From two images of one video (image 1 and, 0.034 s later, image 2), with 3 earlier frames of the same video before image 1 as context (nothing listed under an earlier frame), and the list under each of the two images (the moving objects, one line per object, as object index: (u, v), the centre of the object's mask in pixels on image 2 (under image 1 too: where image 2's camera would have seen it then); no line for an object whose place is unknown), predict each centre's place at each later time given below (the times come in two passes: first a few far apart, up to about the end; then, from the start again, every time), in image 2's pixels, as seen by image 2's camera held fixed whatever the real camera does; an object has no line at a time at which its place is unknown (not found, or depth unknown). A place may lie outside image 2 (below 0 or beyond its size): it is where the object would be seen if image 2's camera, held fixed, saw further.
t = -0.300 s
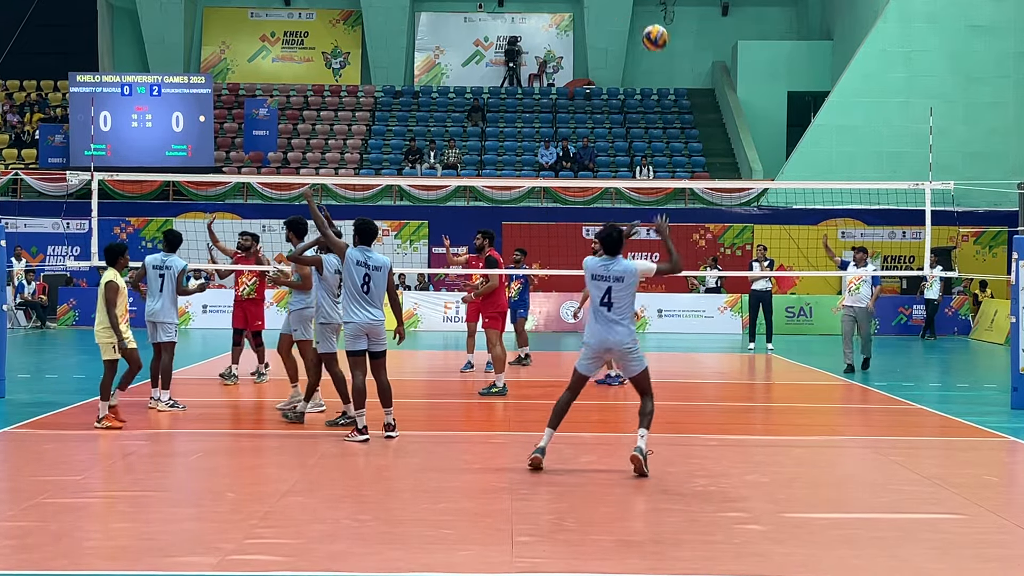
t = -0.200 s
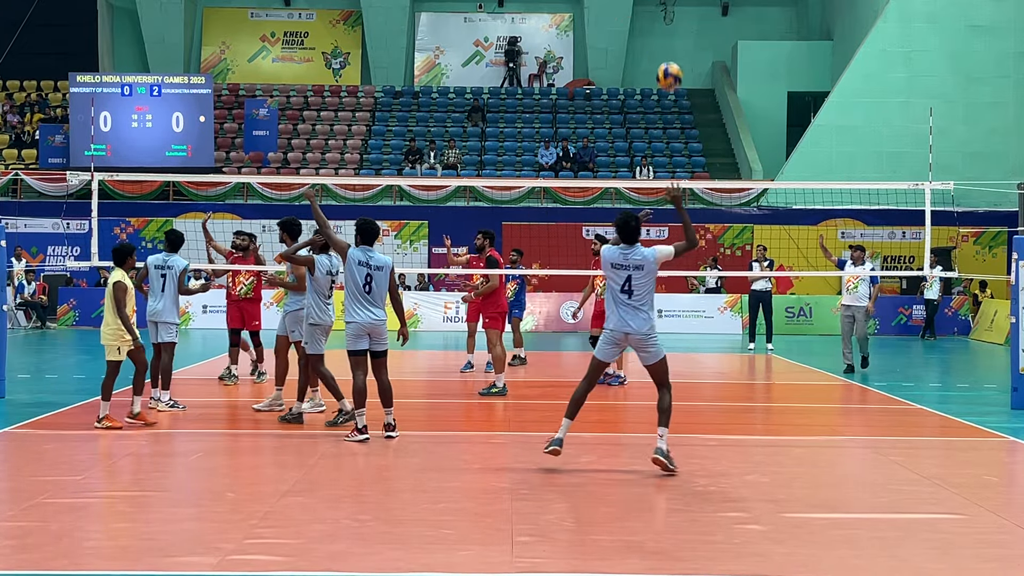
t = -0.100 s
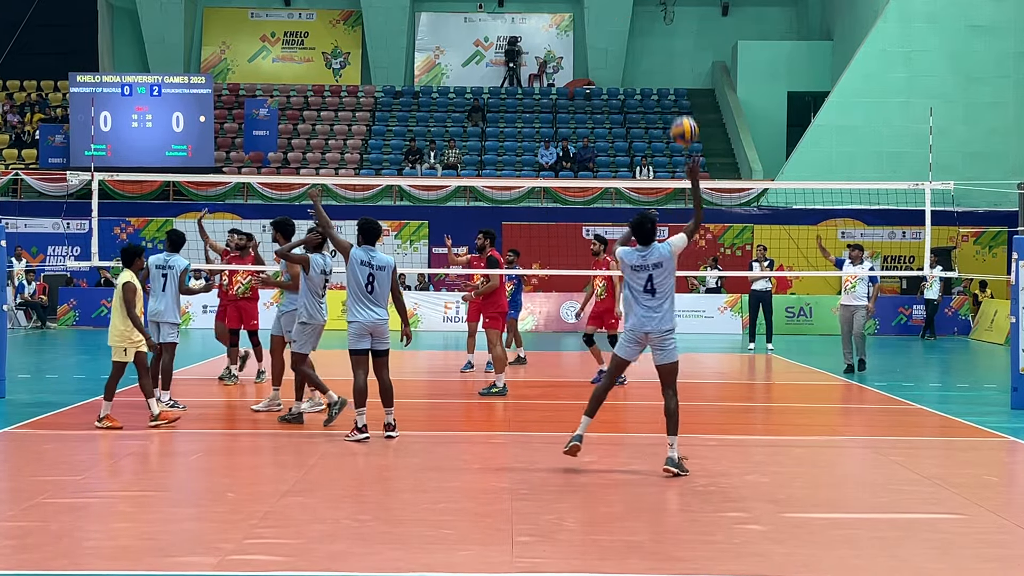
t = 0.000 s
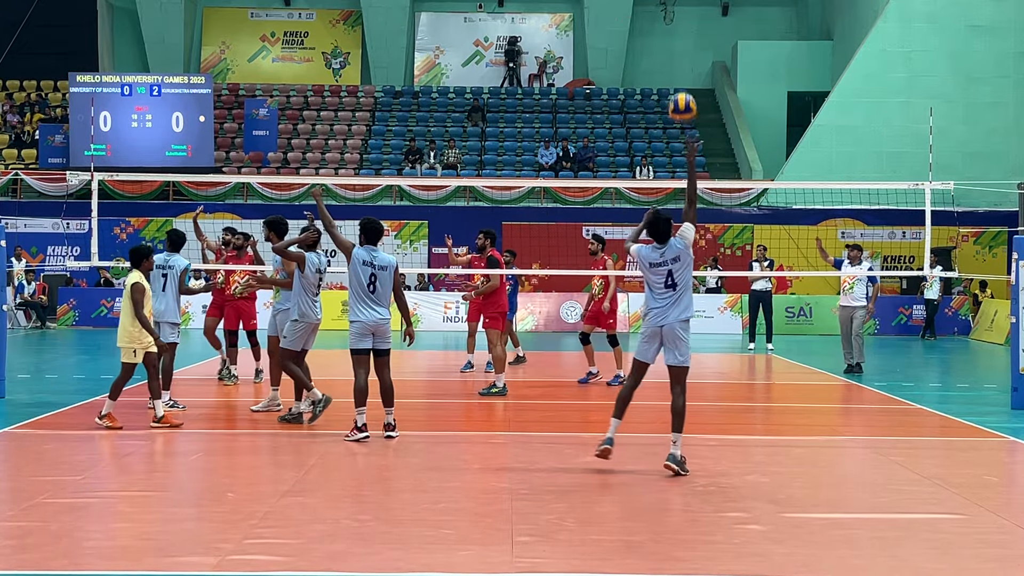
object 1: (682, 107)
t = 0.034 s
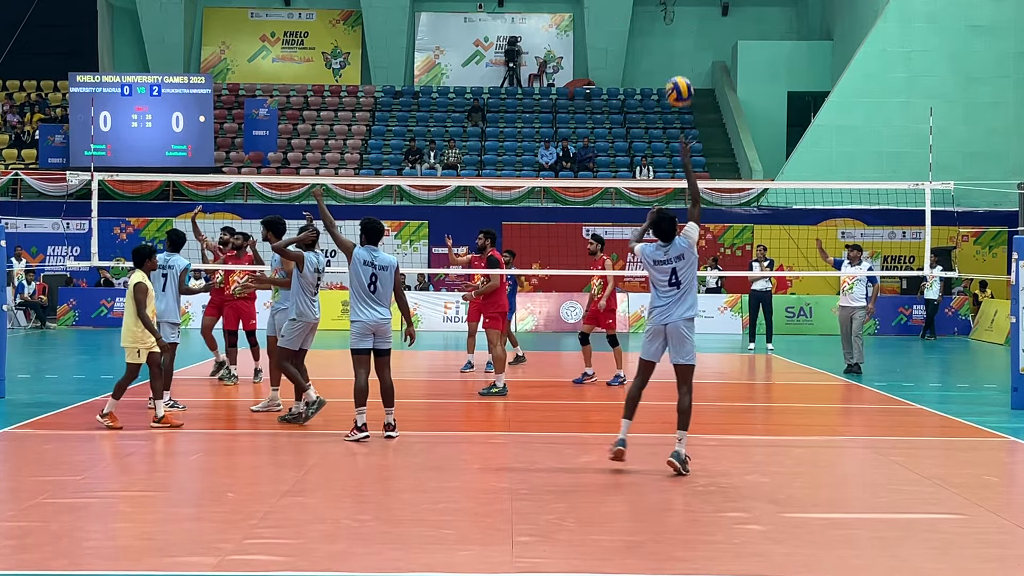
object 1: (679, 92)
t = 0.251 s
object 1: (658, 22)
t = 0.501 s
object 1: (633, 20)
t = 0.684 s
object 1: (615, 68)
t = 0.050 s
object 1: (677, 84)
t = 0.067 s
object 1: (676, 76)
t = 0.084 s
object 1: (675, 69)
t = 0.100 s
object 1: (672, 63)
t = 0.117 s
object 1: (671, 56)
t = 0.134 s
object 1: (669, 51)
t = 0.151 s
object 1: (668, 46)
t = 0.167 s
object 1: (666, 41)
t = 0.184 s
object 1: (665, 36)
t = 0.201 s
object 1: (663, 32)
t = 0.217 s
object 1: (661, 28)
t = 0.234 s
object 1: (660, 25)
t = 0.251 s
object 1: (658, 22)
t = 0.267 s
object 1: (656, 19)
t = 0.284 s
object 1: (655, 17)
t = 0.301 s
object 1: (653, 15)
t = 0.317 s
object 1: (651, 14)
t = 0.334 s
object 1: (650, 13)
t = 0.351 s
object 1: (648, 12)
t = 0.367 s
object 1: (646, 12)
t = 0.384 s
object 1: (645, 12)
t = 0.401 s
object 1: (643, 12)
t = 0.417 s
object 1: (642, 12)
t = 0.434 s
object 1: (640, 13)
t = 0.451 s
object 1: (638, 14)
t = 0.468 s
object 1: (637, 15)
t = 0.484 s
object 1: (635, 17)
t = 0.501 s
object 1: (633, 20)
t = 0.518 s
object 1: (632, 22)
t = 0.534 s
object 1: (630, 25)
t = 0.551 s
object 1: (628, 28)
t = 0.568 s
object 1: (627, 32)
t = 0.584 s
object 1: (625, 36)
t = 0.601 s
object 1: (624, 41)
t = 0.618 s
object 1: (622, 45)
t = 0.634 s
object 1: (620, 50)
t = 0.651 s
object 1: (619, 56)
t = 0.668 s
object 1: (617, 61)
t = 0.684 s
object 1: (615, 68)
